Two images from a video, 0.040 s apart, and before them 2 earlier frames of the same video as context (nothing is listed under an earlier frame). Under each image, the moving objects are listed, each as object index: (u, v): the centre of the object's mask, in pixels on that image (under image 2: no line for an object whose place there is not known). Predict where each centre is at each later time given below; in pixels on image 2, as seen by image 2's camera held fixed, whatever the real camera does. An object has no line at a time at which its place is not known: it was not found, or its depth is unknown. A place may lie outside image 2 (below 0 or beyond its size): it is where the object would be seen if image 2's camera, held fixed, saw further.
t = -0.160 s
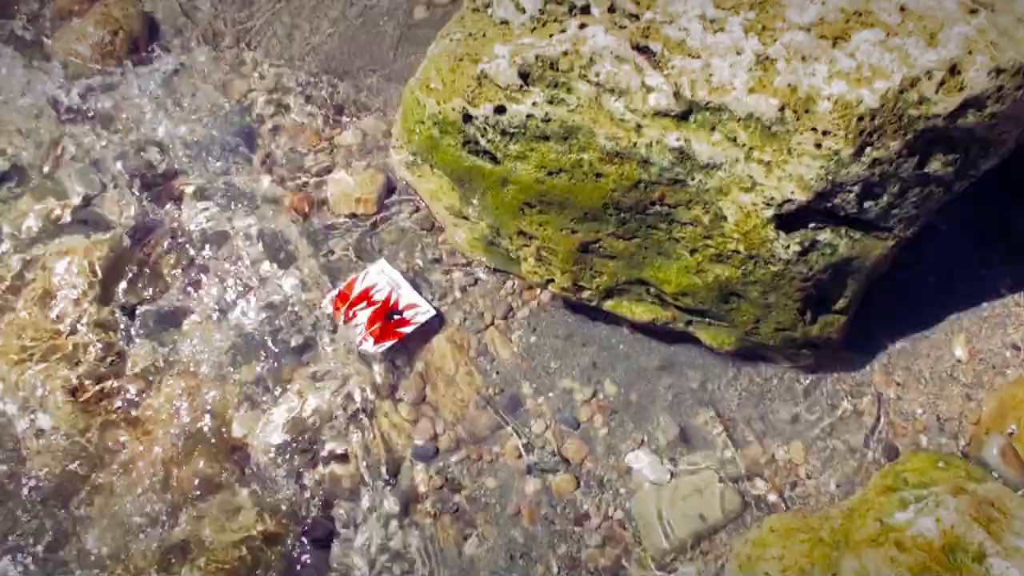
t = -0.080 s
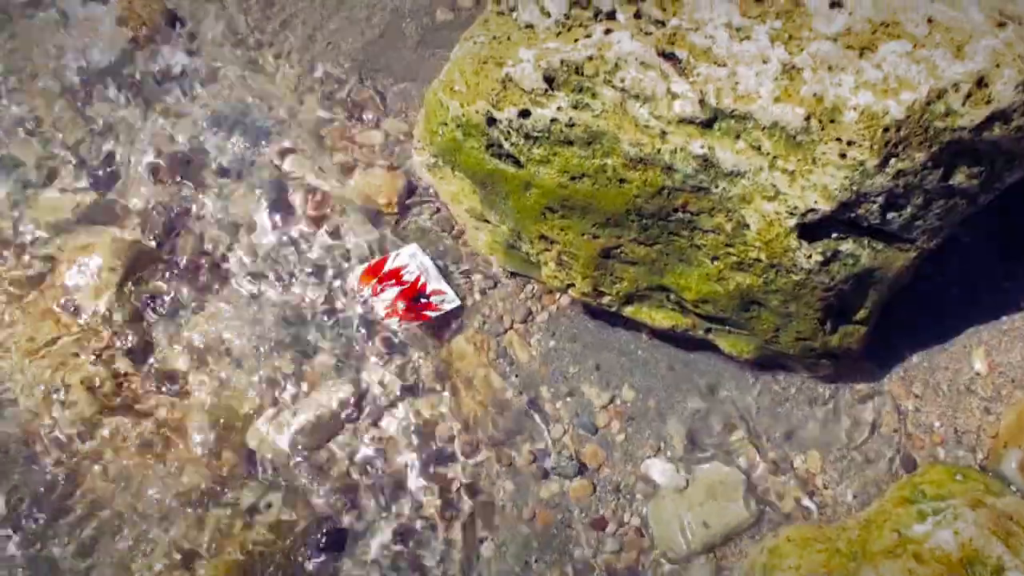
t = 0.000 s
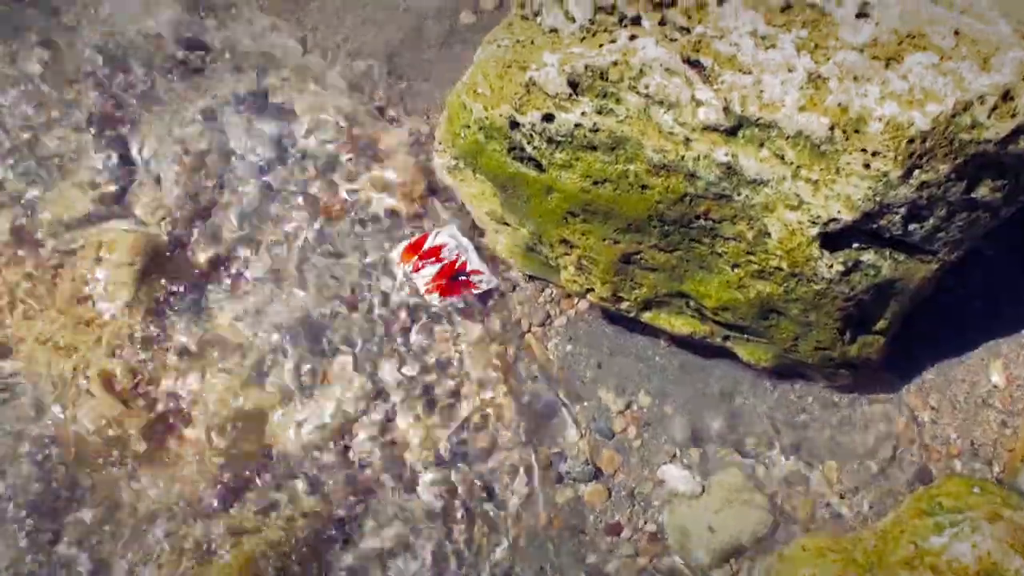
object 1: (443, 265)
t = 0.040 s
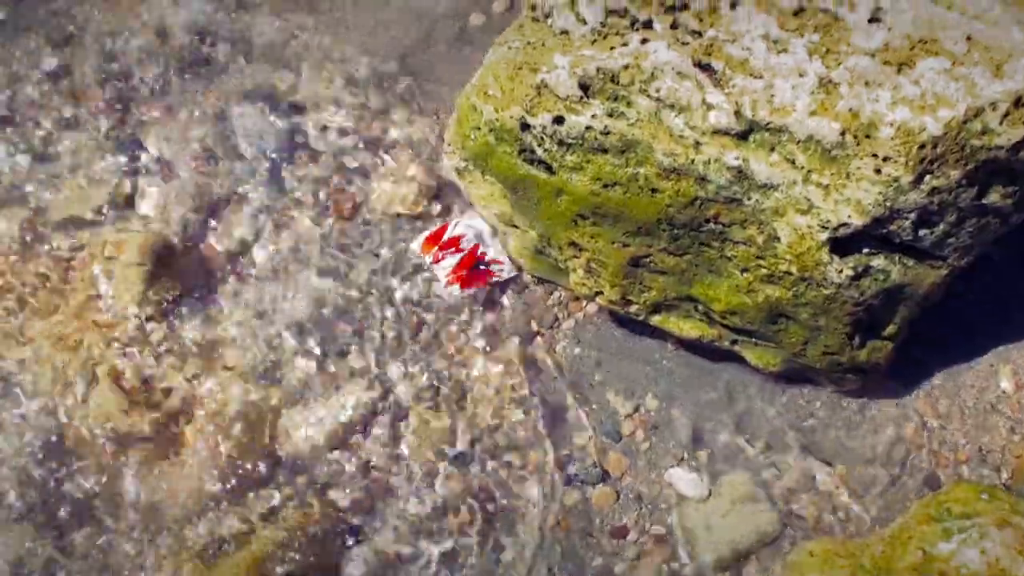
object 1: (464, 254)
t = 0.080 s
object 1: (466, 251)
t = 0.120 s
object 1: (465, 250)
